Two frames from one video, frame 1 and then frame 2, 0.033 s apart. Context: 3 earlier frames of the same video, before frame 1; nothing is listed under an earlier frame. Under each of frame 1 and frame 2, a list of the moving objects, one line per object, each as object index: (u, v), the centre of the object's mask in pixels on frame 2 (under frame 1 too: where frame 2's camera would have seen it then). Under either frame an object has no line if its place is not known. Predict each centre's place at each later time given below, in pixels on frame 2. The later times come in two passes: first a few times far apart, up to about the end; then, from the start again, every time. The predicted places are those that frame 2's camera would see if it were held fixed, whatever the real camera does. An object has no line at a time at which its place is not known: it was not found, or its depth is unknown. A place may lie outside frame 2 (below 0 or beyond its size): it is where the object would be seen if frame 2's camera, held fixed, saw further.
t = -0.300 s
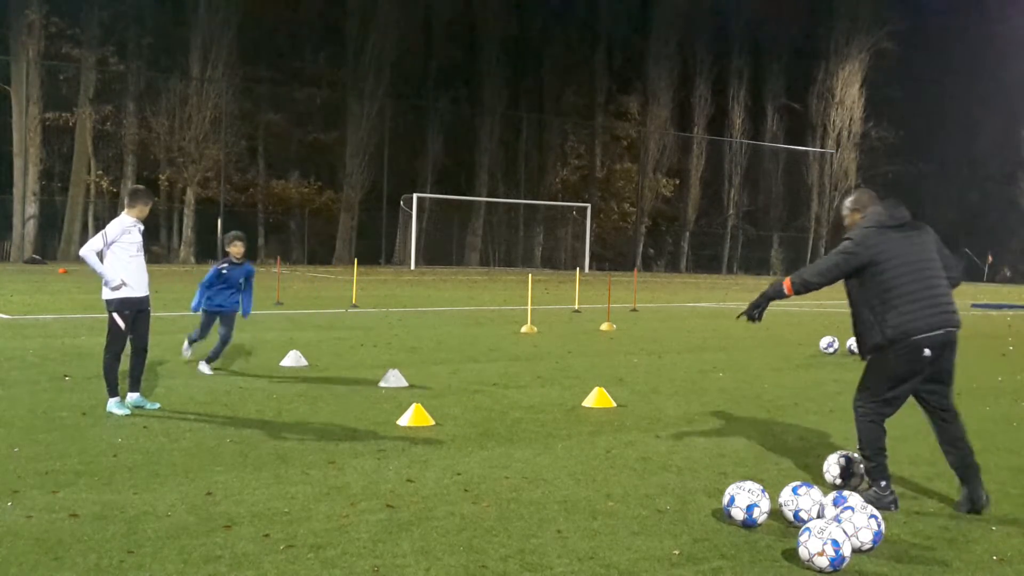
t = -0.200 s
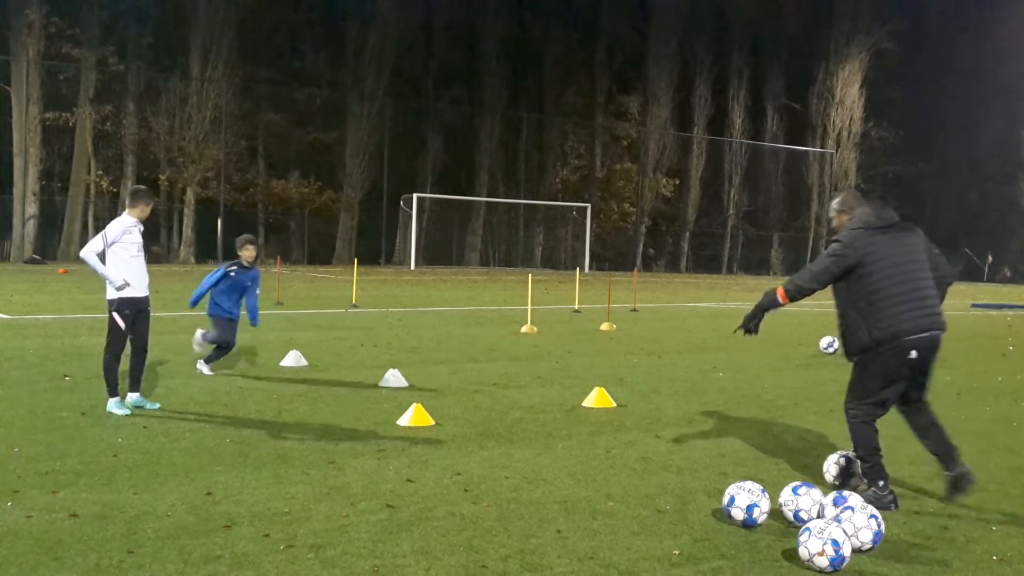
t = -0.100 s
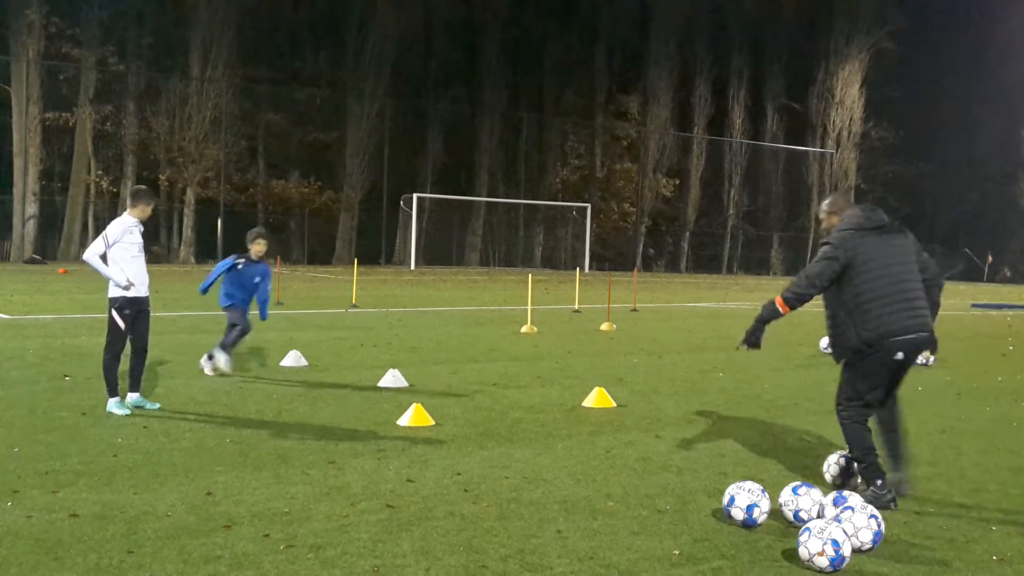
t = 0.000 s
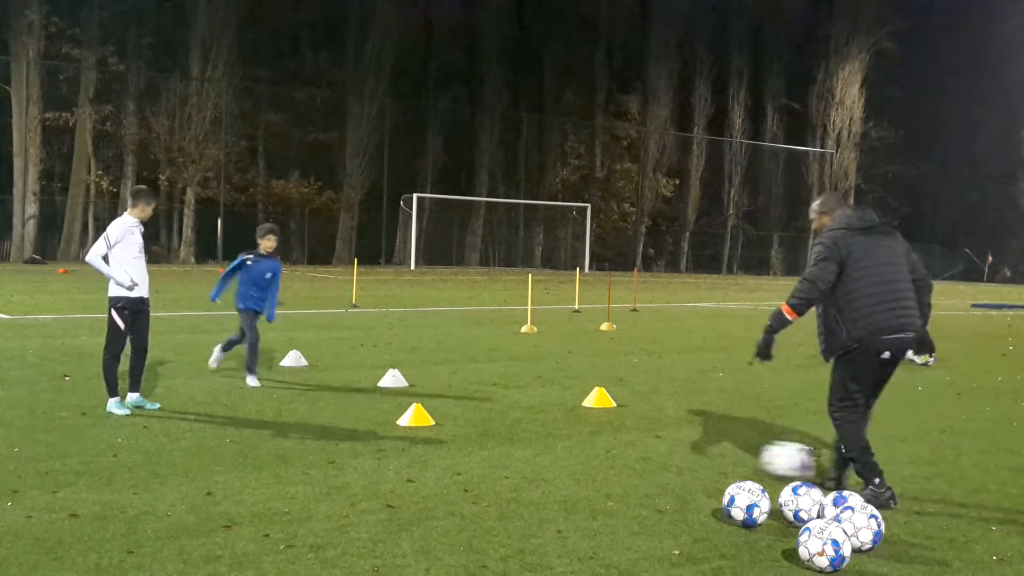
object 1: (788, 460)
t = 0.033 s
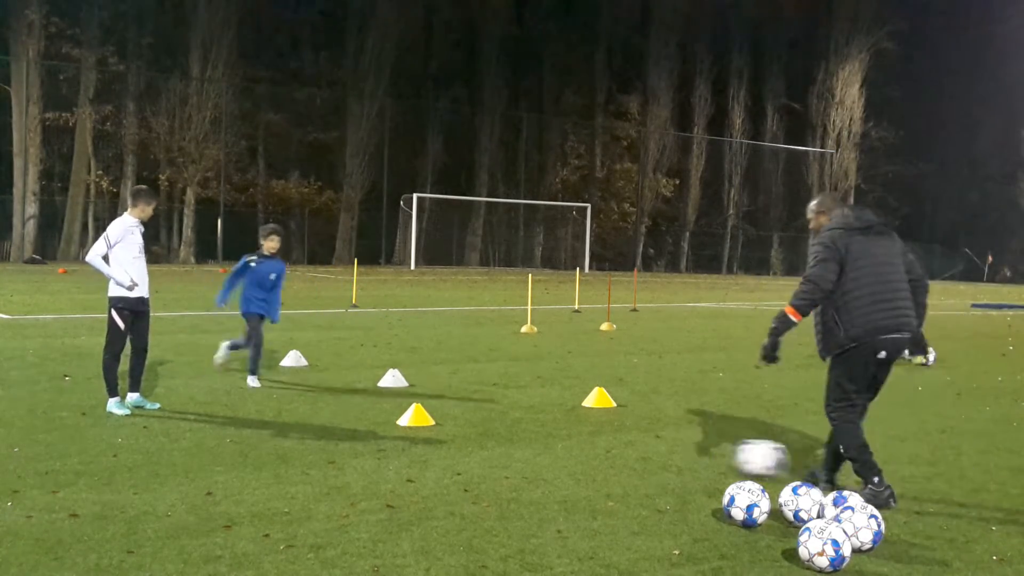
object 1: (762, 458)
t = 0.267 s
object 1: (603, 439)
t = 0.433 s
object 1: (520, 430)
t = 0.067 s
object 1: (733, 455)
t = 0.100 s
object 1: (708, 452)
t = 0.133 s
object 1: (685, 449)
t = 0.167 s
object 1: (663, 447)
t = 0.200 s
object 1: (643, 444)
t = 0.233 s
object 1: (622, 442)
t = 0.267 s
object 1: (603, 439)
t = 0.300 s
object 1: (585, 437)
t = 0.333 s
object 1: (567, 435)
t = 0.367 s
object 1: (550, 433)
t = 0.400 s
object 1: (535, 431)
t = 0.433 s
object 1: (520, 430)
